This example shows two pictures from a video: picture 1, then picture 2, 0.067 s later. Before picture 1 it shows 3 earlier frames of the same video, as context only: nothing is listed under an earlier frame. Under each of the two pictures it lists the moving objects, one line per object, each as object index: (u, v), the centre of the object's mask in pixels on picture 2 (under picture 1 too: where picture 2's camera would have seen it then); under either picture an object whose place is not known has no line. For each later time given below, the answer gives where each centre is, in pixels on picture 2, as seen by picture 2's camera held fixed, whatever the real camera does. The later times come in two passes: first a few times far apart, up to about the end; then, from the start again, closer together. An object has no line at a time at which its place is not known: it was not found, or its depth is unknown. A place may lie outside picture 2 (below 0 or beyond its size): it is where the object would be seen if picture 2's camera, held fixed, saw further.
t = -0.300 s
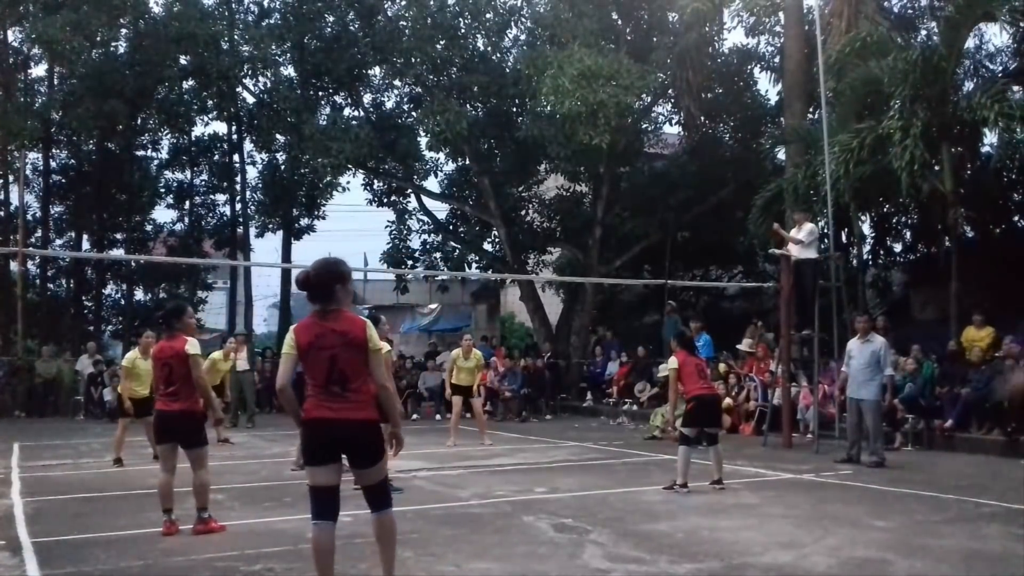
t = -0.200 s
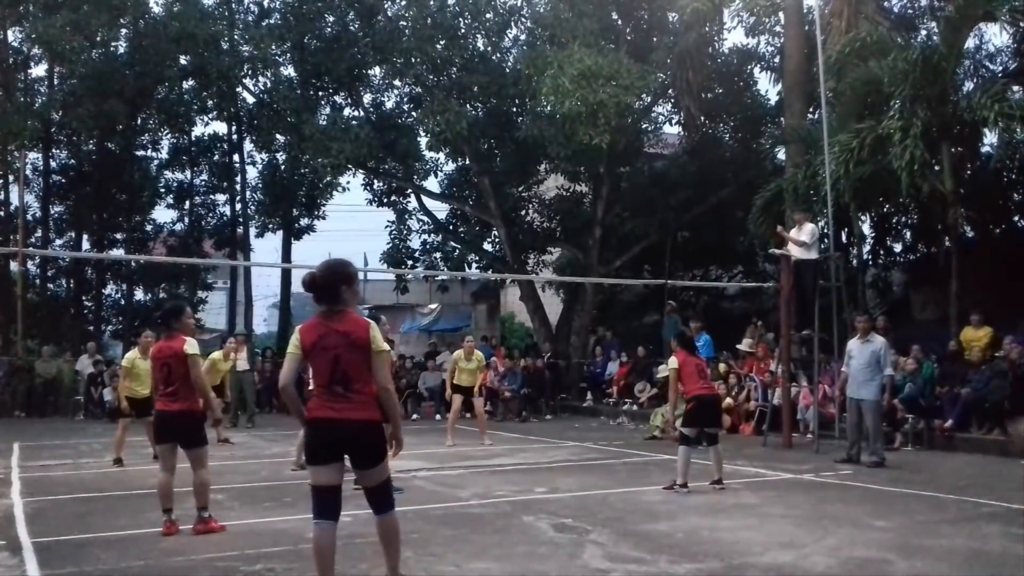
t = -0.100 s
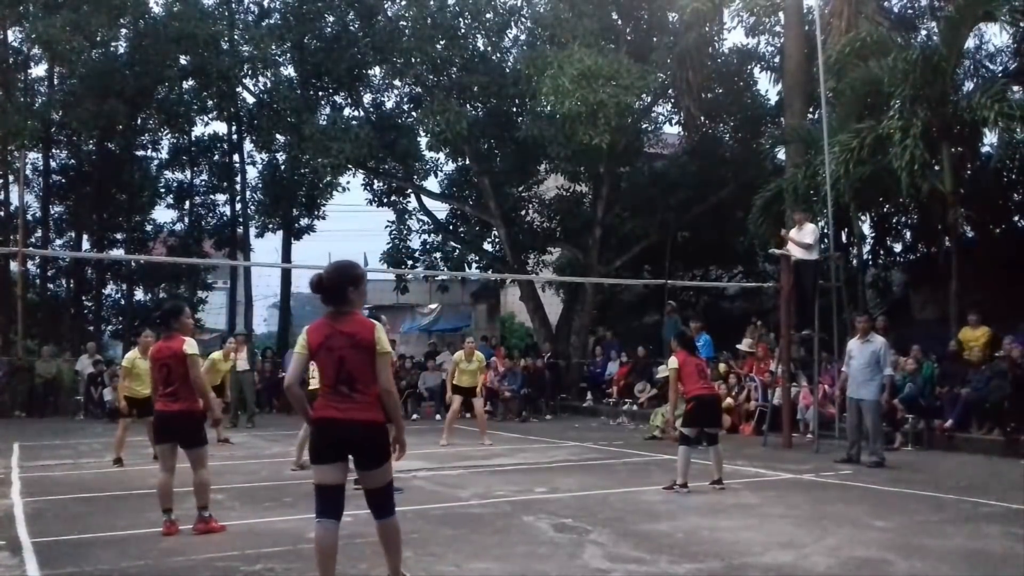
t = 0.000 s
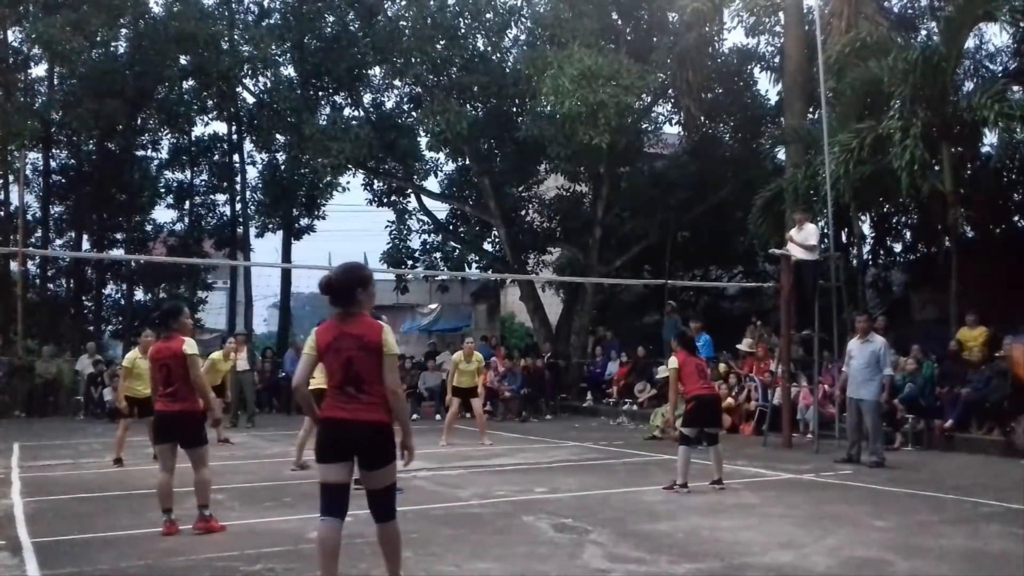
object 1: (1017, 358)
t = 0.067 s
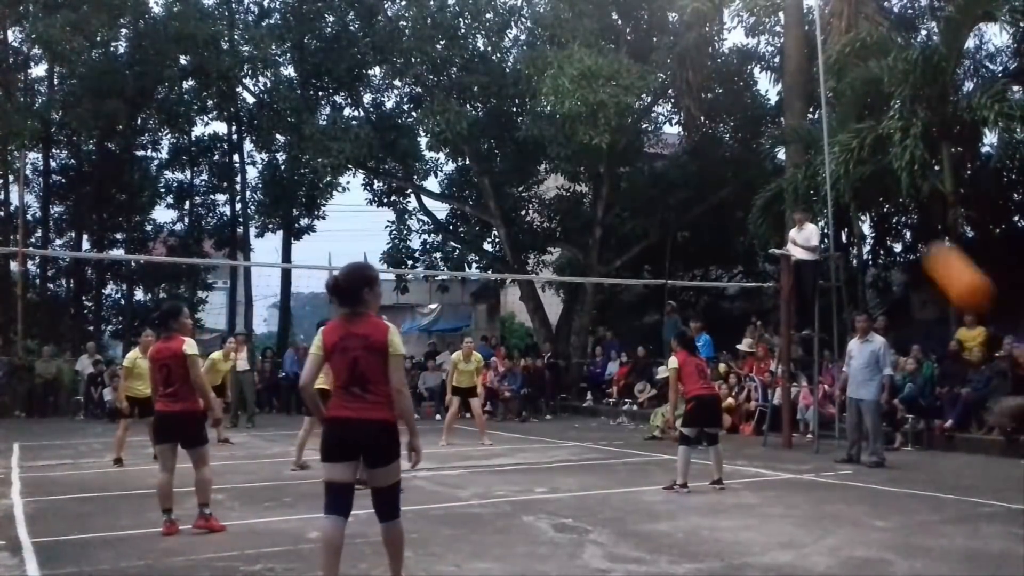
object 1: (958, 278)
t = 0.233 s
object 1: (794, 117)
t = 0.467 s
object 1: (644, 19)
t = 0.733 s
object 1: (531, 11)
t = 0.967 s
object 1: (462, 57)
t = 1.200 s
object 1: (409, 137)
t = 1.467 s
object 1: (364, 258)
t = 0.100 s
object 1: (917, 234)
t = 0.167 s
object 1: (852, 169)
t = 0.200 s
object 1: (820, 140)
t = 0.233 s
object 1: (794, 117)
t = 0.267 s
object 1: (769, 97)
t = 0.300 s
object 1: (740, 76)
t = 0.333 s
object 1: (721, 61)
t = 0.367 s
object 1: (699, 47)
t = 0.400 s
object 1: (680, 36)
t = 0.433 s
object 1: (662, 26)
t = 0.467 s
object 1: (644, 19)
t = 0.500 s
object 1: (628, 13)
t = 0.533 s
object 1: (611, 11)
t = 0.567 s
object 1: (596, 9)
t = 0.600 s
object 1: (581, 8)
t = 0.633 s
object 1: (568, 8)
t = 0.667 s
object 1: (555, 9)
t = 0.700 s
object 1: (543, 10)
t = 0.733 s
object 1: (531, 11)
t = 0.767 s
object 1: (520, 14)
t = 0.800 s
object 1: (509, 20)
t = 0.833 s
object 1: (499, 26)
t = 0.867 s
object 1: (490, 32)
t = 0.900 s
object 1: (480, 40)
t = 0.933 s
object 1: (471, 49)
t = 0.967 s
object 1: (462, 57)
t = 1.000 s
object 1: (454, 67)
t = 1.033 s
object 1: (446, 77)
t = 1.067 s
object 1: (438, 88)
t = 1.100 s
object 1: (431, 99)
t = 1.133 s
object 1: (424, 110)
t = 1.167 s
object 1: (416, 123)
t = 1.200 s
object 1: (409, 137)
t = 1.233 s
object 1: (403, 149)
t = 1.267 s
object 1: (397, 163)
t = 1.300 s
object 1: (391, 177)
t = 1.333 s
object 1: (385, 192)
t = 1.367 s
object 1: (380, 205)
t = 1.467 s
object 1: (364, 258)
